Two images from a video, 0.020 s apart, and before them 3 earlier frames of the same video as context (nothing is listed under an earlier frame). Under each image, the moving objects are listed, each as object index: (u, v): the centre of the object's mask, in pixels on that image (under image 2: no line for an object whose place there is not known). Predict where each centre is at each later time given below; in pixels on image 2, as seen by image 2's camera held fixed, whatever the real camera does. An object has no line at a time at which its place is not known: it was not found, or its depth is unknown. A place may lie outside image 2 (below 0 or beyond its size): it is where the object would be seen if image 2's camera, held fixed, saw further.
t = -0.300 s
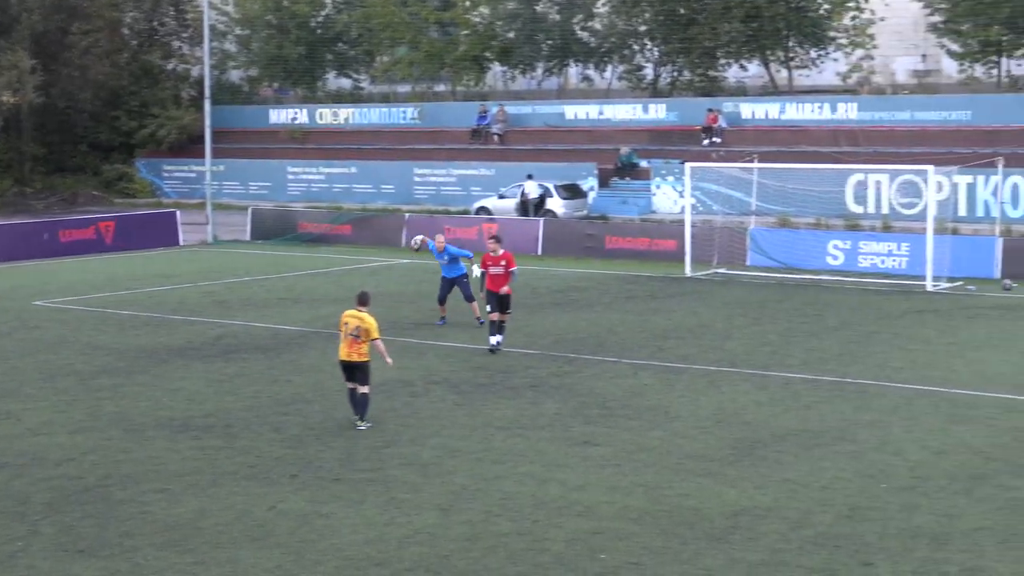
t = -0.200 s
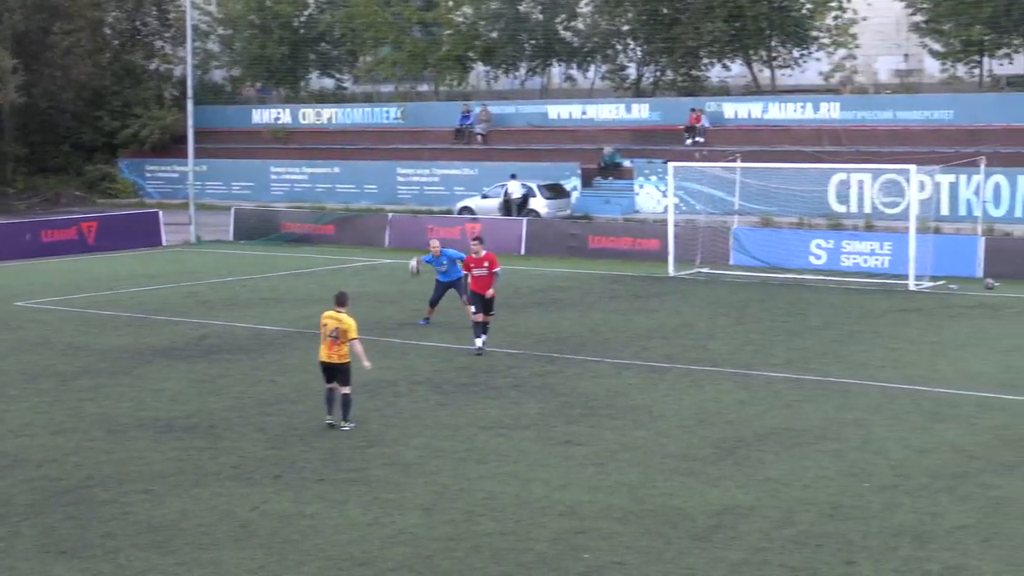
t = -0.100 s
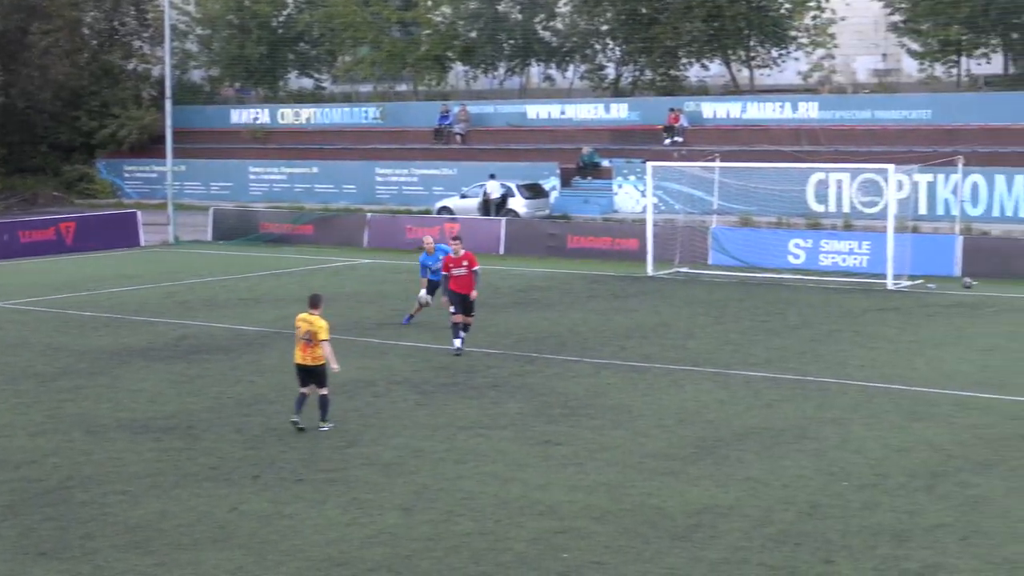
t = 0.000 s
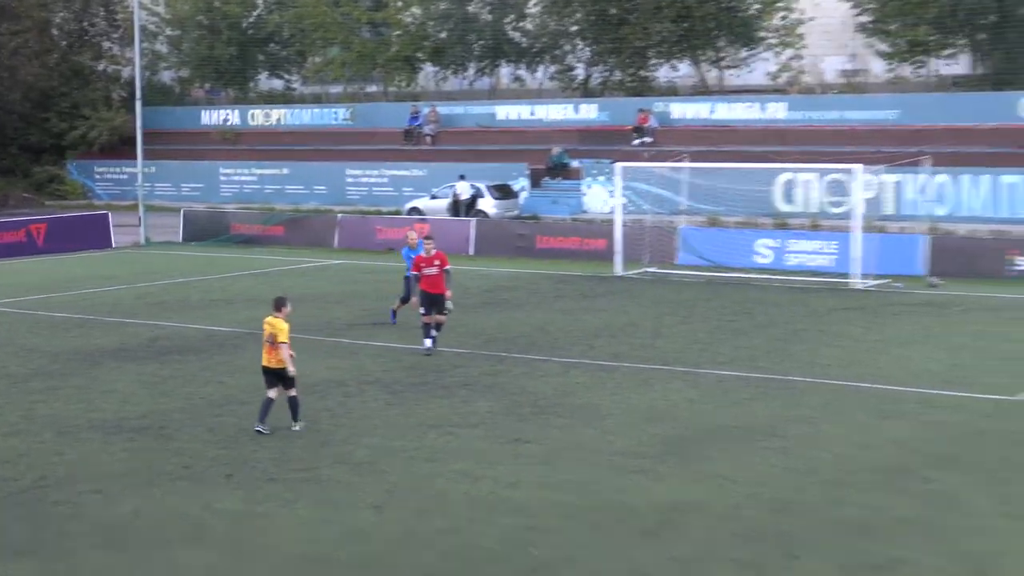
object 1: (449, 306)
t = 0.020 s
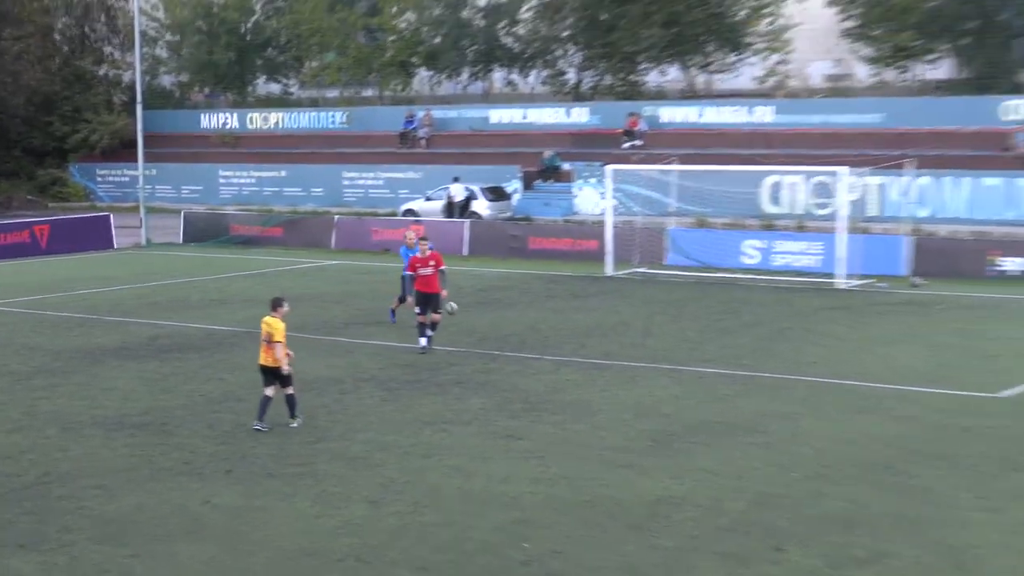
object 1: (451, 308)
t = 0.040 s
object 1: (459, 306)
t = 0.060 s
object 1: (468, 305)
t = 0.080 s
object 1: (476, 307)
